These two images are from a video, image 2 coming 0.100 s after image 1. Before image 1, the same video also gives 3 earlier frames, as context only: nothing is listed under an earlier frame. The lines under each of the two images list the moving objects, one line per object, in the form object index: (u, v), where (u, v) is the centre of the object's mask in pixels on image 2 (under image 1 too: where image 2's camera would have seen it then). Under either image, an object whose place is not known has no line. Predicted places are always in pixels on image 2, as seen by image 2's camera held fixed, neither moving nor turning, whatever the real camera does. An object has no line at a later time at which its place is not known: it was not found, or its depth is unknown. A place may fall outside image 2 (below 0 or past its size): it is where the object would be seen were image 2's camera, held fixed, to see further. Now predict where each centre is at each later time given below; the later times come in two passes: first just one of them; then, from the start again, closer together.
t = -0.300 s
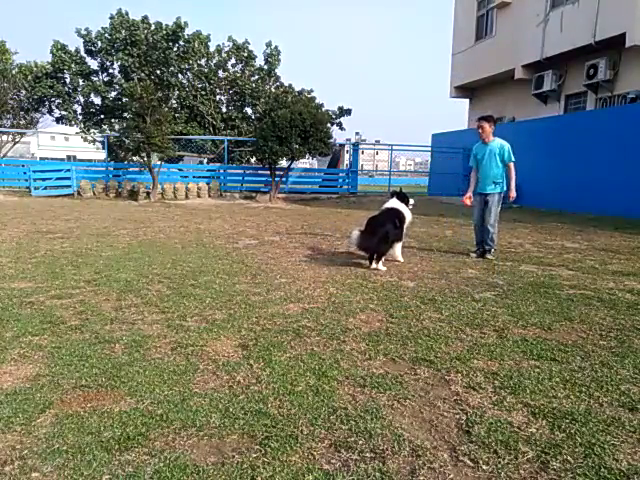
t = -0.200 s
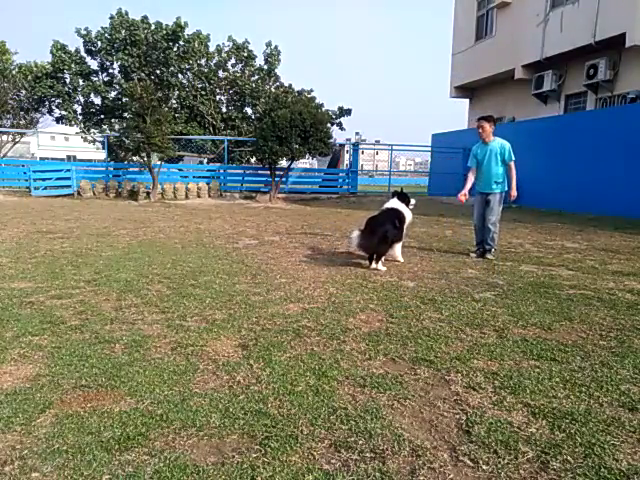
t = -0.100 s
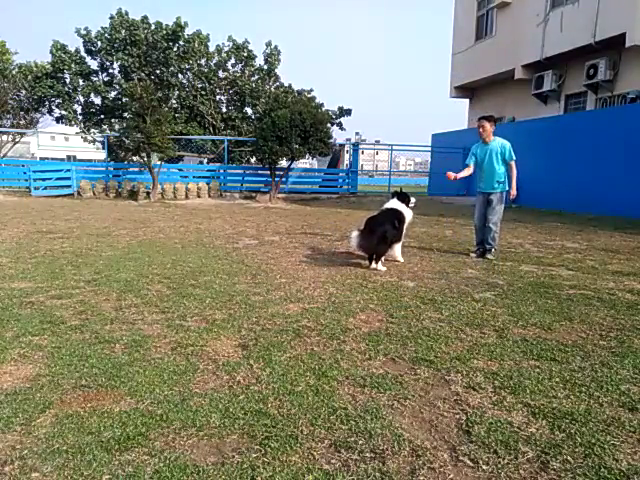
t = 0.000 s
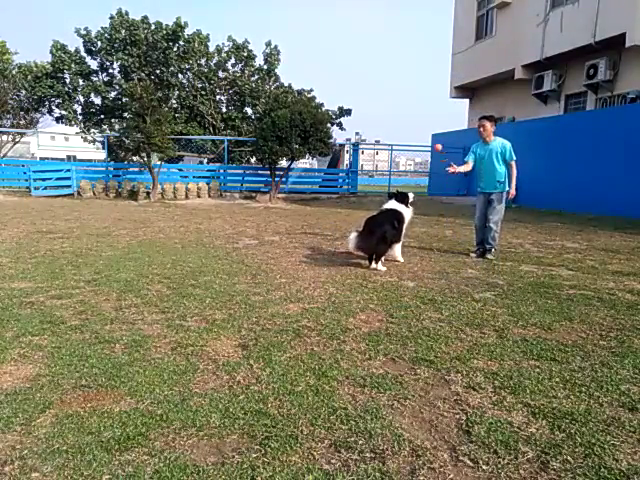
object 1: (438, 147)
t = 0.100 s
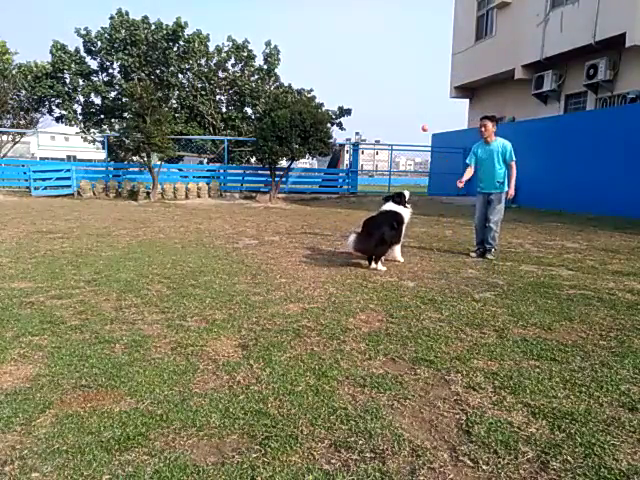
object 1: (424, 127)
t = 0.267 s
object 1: (401, 115)
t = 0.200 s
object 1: (410, 116)
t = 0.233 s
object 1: (405, 115)
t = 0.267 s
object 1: (401, 115)
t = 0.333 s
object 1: (390, 117)
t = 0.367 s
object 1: (384, 119)
